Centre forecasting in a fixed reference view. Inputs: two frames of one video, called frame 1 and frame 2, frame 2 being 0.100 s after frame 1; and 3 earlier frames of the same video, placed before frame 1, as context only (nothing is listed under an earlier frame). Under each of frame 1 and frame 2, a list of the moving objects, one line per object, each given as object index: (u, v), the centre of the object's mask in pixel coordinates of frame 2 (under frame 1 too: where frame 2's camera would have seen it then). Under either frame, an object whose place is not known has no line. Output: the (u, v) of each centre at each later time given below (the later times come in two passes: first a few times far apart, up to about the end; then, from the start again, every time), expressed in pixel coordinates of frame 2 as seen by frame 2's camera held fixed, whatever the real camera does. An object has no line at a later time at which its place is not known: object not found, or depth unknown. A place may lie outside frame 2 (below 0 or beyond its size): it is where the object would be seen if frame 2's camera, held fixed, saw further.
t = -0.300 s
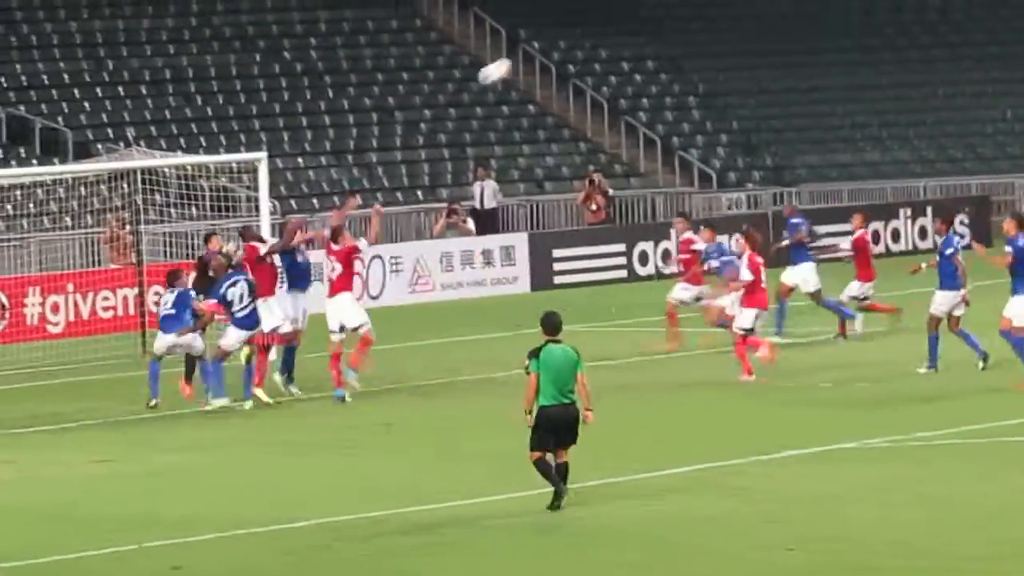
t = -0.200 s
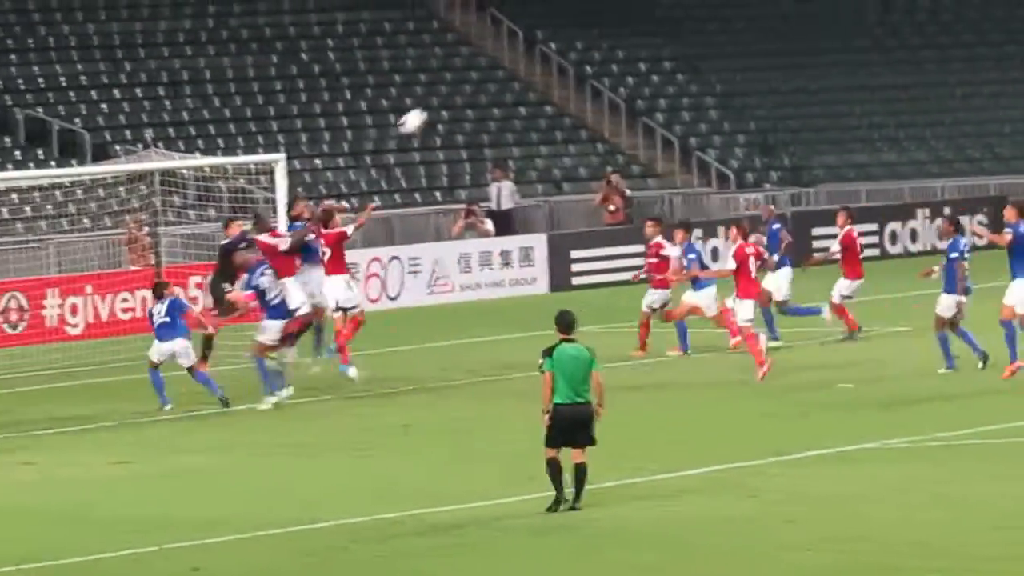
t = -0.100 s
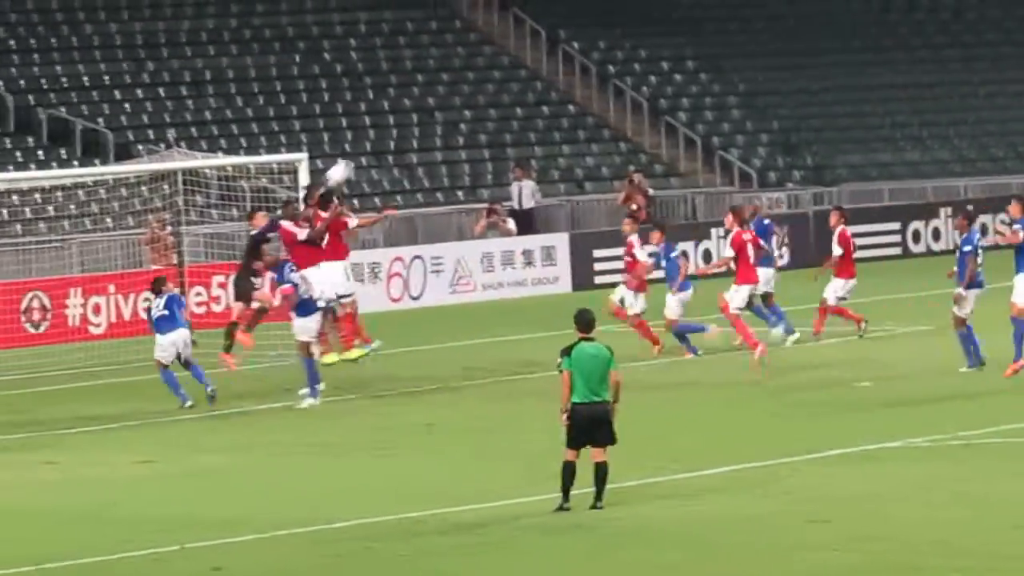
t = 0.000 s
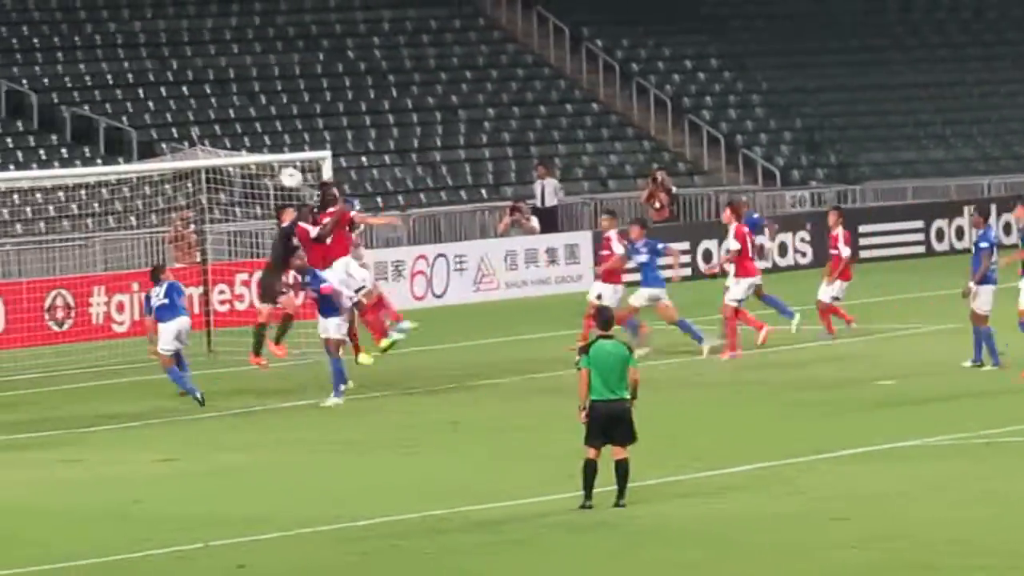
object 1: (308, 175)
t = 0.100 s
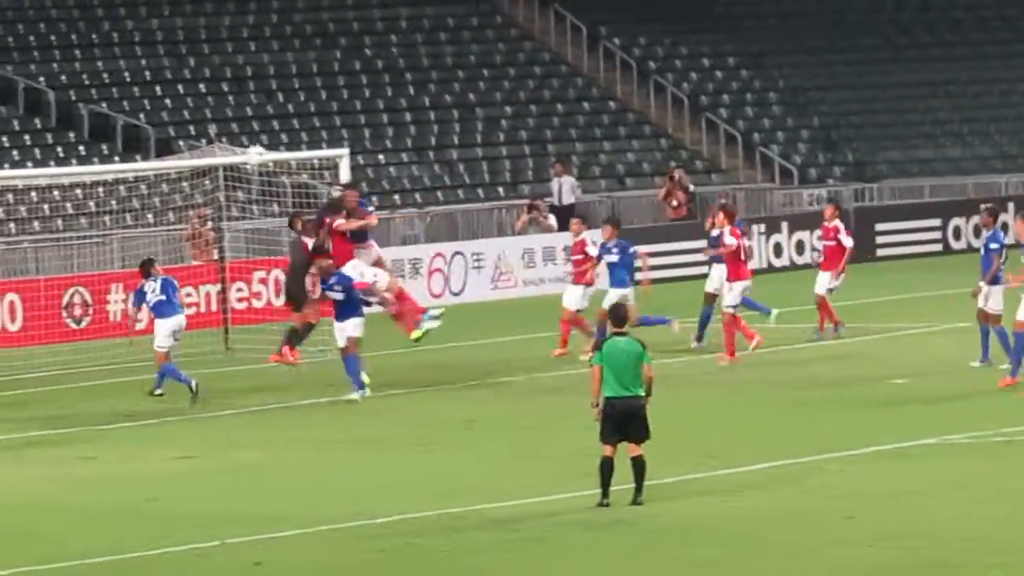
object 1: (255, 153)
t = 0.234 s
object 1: (187, 142)
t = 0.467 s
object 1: (65, 160)
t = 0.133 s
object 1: (238, 150)
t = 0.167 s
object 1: (222, 147)
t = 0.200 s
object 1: (203, 144)
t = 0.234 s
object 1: (187, 142)
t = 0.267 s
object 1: (170, 142)
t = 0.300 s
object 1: (152, 143)
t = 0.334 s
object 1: (134, 144)
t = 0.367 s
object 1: (117, 146)
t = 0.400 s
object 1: (101, 150)
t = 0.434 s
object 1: (83, 155)
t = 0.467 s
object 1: (65, 160)
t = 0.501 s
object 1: (48, 167)
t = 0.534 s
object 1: (30, 174)
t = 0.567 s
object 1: (12, 184)
